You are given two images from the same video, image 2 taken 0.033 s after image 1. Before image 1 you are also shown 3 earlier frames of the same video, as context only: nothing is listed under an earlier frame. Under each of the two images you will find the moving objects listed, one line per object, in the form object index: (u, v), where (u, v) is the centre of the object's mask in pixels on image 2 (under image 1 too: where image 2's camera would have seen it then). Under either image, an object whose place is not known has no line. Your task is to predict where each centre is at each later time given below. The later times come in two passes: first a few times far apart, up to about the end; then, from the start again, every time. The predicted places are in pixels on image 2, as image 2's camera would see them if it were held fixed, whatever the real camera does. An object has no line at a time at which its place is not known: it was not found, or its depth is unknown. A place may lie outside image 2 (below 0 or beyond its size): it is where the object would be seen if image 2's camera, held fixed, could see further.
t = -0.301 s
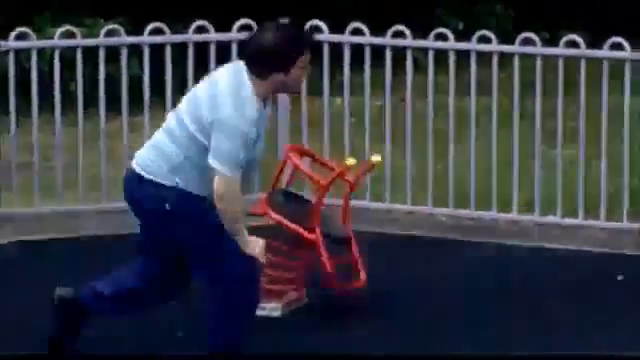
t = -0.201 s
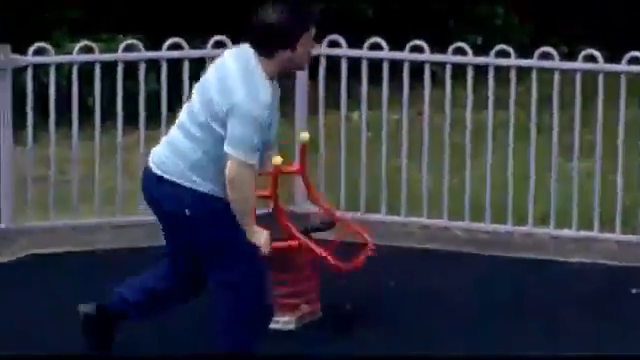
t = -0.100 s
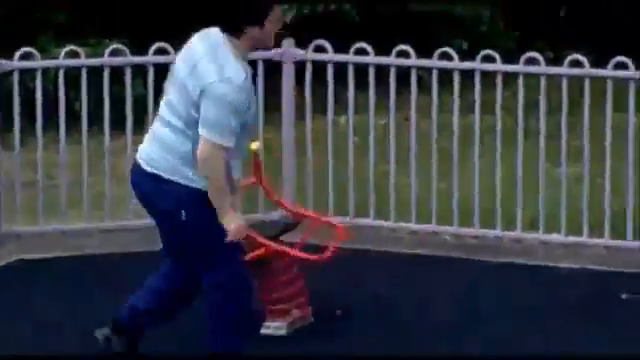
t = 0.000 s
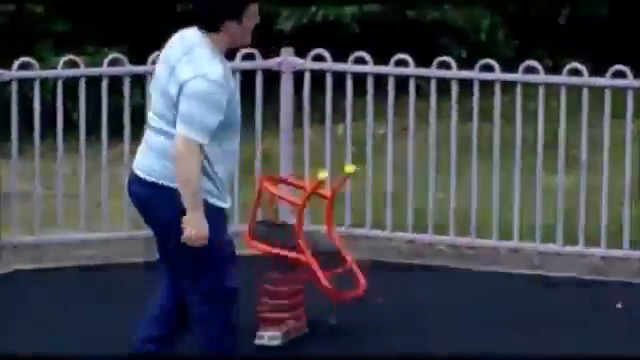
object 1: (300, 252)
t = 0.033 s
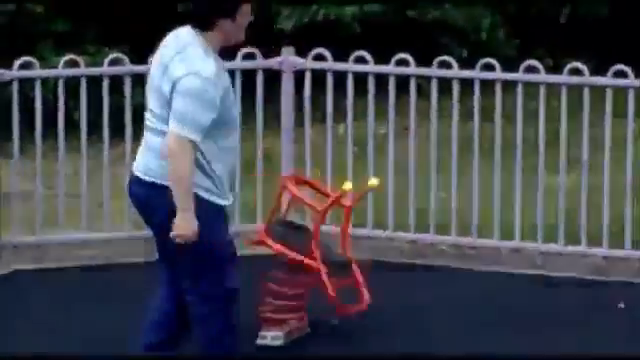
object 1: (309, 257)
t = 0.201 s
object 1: (274, 252)
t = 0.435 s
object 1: (310, 257)
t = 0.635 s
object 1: (264, 251)
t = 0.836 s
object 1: (306, 256)
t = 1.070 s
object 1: (287, 248)
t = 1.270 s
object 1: (281, 249)
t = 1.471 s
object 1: (300, 252)
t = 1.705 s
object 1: (264, 251)
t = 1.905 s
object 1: (308, 258)
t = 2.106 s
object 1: (267, 250)
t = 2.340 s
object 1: (291, 249)
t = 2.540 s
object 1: (289, 248)
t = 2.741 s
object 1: (278, 248)
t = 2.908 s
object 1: (290, 250)
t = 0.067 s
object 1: (311, 257)
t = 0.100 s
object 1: (306, 256)
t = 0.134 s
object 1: (294, 250)
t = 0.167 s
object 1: (281, 249)
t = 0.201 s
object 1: (274, 252)
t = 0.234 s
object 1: (270, 254)
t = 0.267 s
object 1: (269, 251)
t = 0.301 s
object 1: (272, 249)
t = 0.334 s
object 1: (286, 248)
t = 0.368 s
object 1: (300, 251)
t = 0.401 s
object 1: (308, 255)
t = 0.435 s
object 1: (310, 257)
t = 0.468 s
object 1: (306, 256)
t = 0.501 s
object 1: (296, 252)
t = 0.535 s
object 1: (282, 250)
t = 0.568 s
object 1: (270, 252)
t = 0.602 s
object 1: (264, 252)
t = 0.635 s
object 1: (264, 251)
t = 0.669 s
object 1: (273, 249)
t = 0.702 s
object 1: (287, 248)
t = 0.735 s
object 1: (301, 250)
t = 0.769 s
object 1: (307, 257)
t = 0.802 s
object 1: (309, 258)
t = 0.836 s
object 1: (306, 256)
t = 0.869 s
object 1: (295, 251)
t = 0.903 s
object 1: (281, 250)
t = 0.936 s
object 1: (269, 251)
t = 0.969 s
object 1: (263, 251)
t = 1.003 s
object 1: (265, 250)
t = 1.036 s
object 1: (273, 249)
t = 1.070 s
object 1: (287, 248)
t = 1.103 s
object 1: (300, 251)
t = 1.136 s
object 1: (307, 257)
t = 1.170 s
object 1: (309, 258)
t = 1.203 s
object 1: (305, 255)
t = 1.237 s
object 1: (294, 251)
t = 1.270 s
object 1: (281, 249)
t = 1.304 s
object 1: (270, 250)
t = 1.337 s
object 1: (265, 252)
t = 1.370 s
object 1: (266, 250)
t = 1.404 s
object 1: (276, 248)
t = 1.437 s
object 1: (288, 248)
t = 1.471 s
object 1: (300, 252)
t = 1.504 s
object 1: (307, 257)
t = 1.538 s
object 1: (308, 257)
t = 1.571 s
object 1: (304, 255)
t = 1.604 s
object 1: (294, 251)
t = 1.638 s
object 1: (280, 249)
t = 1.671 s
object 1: (270, 250)
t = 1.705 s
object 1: (264, 251)
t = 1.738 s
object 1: (266, 250)
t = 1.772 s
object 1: (276, 248)
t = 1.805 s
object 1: (289, 249)
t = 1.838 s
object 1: (301, 252)
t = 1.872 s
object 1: (307, 256)
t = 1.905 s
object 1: (308, 258)
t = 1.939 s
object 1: (303, 254)
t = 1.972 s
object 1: (293, 250)
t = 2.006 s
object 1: (280, 249)
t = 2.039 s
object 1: (271, 251)
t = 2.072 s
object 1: (265, 251)
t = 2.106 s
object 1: (267, 250)
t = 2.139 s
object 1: (277, 249)
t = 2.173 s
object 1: (289, 248)
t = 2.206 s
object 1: (301, 252)
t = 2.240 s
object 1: (307, 257)
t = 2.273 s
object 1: (308, 257)
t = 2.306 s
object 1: (302, 253)
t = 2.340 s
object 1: (291, 249)
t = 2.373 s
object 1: (280, 248)
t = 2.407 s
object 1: (269, 250)
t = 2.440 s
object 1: (265, 251)
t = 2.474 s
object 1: (268, 249)
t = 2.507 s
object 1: (276, 248)
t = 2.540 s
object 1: (289, 248)
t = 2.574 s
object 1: (300, 253)
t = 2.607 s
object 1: (306, 256)
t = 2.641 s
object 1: (307, 255)
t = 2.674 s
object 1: (301, 252)
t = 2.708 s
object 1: (290, 248)
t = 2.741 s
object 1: (278, 248)
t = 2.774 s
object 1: (268, 249)
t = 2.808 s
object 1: (265, 250)
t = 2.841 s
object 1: (268, 249)
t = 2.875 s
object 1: (277, 248)
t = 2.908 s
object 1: (290, 250)
